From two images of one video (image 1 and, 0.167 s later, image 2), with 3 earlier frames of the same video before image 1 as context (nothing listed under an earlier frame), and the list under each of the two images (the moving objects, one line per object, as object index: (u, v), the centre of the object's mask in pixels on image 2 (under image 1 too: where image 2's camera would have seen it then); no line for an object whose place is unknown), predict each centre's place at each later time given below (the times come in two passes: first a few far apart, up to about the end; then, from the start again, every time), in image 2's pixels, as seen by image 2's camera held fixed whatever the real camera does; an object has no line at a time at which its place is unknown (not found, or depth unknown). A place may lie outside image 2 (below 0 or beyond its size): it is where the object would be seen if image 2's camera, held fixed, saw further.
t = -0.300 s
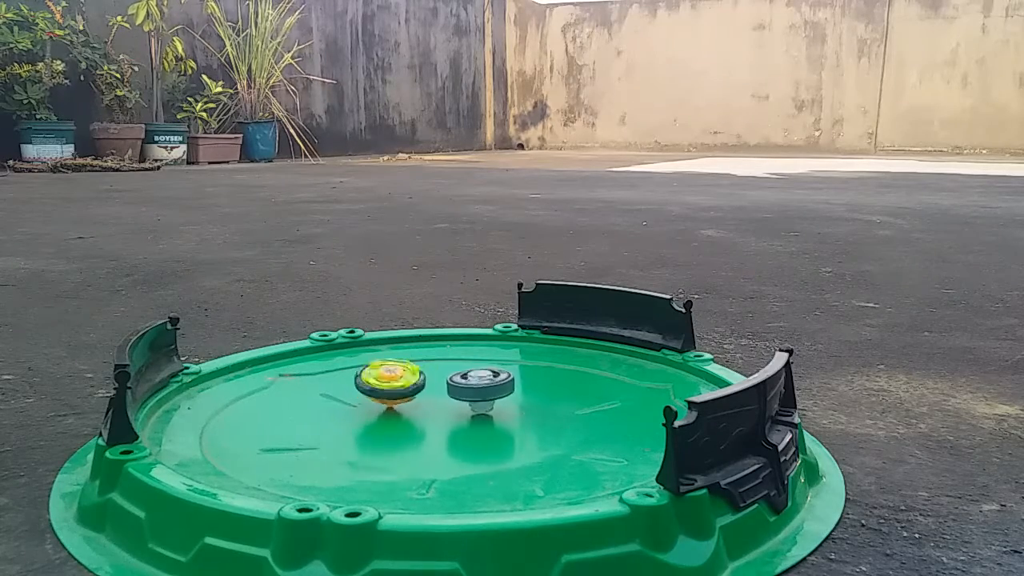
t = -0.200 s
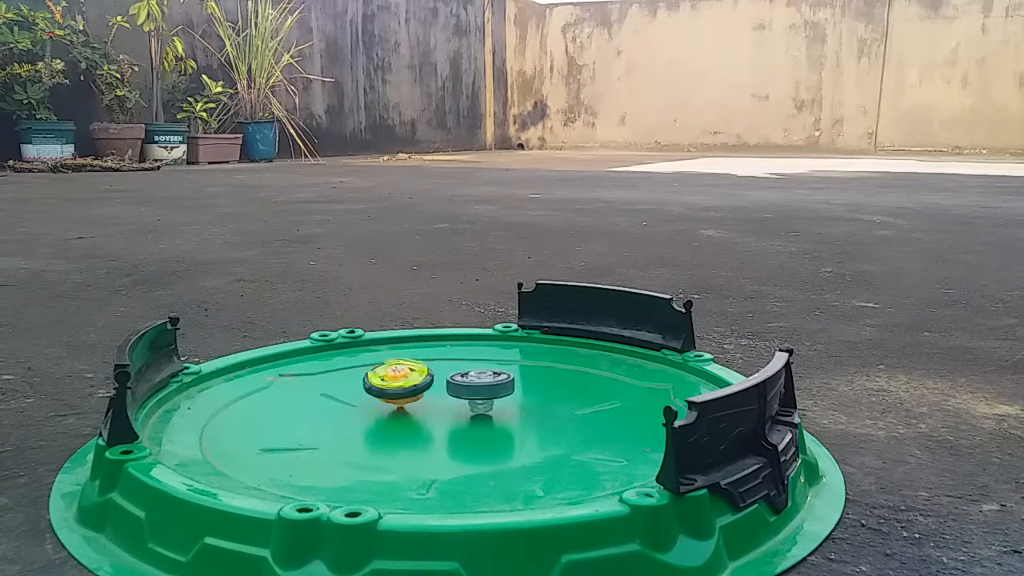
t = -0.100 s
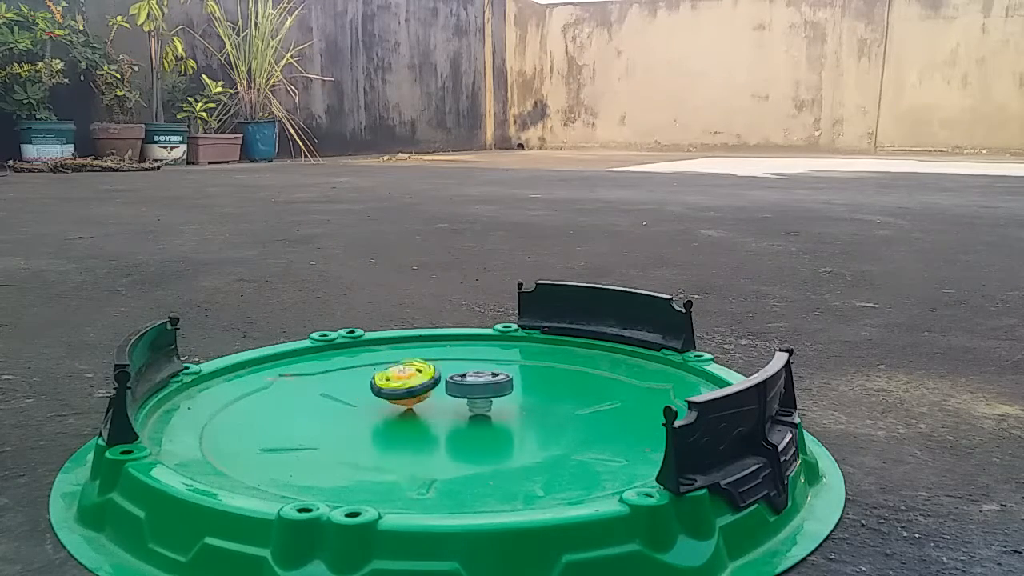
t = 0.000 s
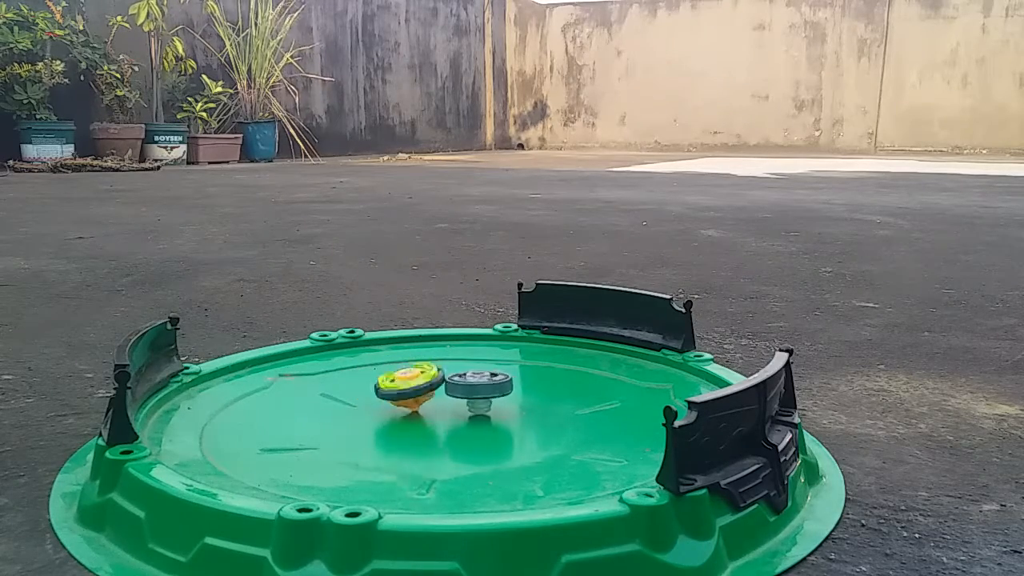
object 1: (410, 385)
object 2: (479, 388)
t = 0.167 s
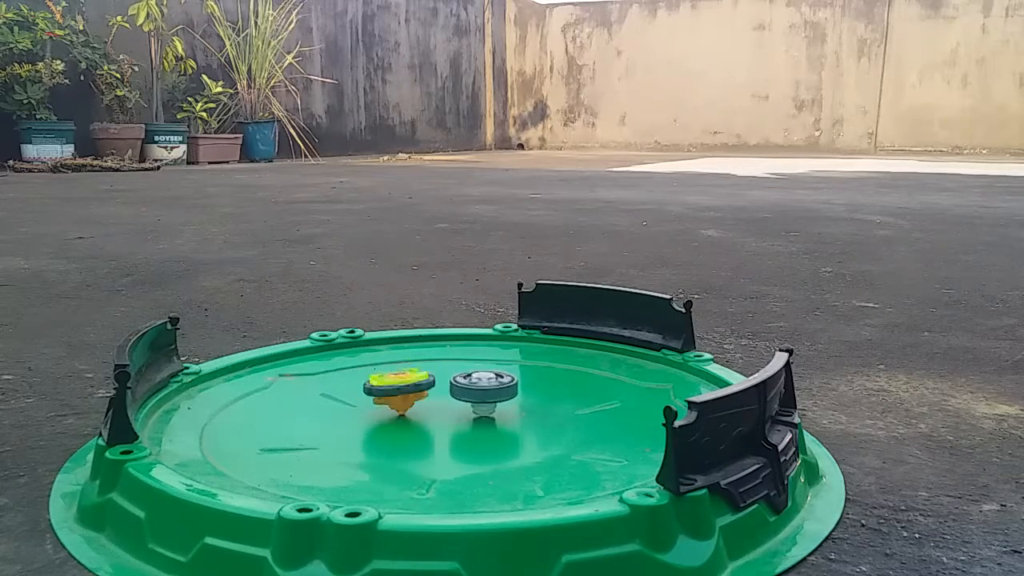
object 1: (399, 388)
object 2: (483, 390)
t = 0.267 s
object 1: (393, 388)
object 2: (483, 390)
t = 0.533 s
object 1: (382, 383)
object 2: (483, 389)
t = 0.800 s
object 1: (390, 380)
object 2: (479, 388)
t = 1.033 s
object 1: (400, 383)
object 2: (474, 386)
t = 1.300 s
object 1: (392, 390)
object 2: (468, 384)
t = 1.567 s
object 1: (373, 389)
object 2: (462, 381)
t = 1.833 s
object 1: (373, 382)
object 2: (460, 379)
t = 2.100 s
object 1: (388, 383)
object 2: (462, 377)
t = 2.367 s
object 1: (388, 389)
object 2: (463, 378)
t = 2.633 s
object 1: (371, 390)
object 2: (460, 381)
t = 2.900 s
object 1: (367, 386)
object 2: (452, 383)
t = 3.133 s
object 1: (356, 384)
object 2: (458, 386)
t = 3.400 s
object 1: (352, 383)
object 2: (463, 389)
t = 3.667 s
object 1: (356, 391)
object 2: (462, 391)
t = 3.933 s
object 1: (344, 393)
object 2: (459, 391)
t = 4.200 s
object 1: (344, 392)
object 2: (455, 390)
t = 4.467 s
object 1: (354, 398)
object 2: (457, 390)
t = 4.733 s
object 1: (341, 401)
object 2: (461, 391)
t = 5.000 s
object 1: (346, 398)
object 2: (458, 391)
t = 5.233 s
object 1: (358, 400)
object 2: (456, 390)
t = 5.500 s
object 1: (354, 405)
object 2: (457, 390)
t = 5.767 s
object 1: (347, 403)
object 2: (460, 389)
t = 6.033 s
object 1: (362, 401)
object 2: (461, 390)
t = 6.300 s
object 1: (367, 407)
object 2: (459, 390)
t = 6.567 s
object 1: (359, 407)
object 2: (459, 390)
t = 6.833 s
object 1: (364, 403)
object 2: (459, 390)
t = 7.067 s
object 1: (377, 406)
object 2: (458, 390)
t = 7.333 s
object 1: (374, 410)
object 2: (457, 391)
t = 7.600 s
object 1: (370, 407)
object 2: (457, 391)
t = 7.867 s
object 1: (383, 406)
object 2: (458, 391)
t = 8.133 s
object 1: (388, 411)
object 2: (456, 391)
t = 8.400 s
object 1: (382, 410)
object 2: (456, 391)
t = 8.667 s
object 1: (391, 407)
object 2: (458, 390)
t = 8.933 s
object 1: (401, 411)
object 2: (460, 390)
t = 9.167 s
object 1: (396, 412)
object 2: (458, 390)
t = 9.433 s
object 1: (399, 409)
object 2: (457, 391)
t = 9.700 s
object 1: (411, 410)
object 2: (460, 389)
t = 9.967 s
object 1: (410, 414)
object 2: (459, 389)
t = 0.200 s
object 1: (396, 388)
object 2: (484, 389)
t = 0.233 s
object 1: (396, 388)
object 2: (483, 389)
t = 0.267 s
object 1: (393, 388)
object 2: (483, 390)
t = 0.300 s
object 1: (389, 388)
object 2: (483, 389)
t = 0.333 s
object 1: (387, 388)
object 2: (482, 389)
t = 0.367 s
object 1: (385, 387)
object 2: (483, 389)
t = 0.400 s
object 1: (383, 387)
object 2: (482, 389)
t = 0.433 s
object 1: (383, 386)
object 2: (483, 389)
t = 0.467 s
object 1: (382, 385)
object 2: (483, 389)
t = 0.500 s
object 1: (380, 384)
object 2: (483, 389)
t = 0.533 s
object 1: (382, 383)
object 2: (483, 389)
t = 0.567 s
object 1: (382, 382)
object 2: (482, 389)
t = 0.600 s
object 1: (381, 382)
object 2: (483, 389)
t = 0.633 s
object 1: (383, 381)
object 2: (481, 389)
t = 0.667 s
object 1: (384, 380)
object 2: (482, 389)
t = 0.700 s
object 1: (385, 380)
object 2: (481, 388)
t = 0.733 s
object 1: (386, 380)
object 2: (480, 388)
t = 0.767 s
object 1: (389, 380)
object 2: (481, 388)
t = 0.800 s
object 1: (390, 380)
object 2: (479, 388)
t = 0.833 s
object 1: (393, 380)
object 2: (480, 388)
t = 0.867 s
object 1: (395, 381)
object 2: (479, 388)
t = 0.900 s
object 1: (396, 381)
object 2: (478, 387)
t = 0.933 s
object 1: (398, 381)
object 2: (478, 387)
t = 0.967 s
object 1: (400, 382)
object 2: (476, 387)
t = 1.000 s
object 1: (400, 382)
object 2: (477, 387)
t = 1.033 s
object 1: (400, 383)
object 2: (474, 386)
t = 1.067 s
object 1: (401, 384)
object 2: (475, 386)
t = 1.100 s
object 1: (401, 385)
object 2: (473, 386)
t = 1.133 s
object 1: (400, 386)
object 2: (472, 386)
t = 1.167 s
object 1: (399, 387)
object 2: (472, 385)
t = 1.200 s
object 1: (398, 388)
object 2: (470, 385)
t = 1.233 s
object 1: (395, 389)
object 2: (470, 385)
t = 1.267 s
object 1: (393, 389)
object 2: (468, 384)
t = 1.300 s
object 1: (392, 390)
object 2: (468, 384)
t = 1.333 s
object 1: (389, 390)
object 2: (467, 384)
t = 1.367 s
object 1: (386, 390)
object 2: (466, 383)
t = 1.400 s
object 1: (384, 390)
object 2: (466, 383)
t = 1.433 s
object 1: (381, 390)
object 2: (464, 383)
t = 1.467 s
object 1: (379, 390)
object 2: (464, 382)
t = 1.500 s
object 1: (378, 390)
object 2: (462, 383)
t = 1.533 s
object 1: (375, 389)
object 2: (463, 382)
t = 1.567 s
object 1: (373, 389)
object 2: (462, 381)
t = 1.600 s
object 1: (373, 388)
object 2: (461, 381)
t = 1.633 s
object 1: (372, 387)
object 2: (461, 381)
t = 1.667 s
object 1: (371, 386)
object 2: (460, 380)
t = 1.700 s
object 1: (372, 385)
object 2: (461, 380)
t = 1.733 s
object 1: (372, 385)
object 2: (460, 380)
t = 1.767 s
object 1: (374, 384)
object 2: (461, 379)
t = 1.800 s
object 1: (374, 383)
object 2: (460, 379)
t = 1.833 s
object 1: (373, 382)
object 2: (460, 379)
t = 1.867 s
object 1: (376, 382)
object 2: (460, 378)
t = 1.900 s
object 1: (378, 382)
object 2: (460, 378)
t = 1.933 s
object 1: (378, 382)
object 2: (460, 378)
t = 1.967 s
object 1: (380, 382)
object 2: (460, 378)
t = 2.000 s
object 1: (382, 382)
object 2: (462, 377)
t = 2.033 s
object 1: (384, 382)
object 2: (461, 377)
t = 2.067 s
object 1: (387, 383)
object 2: (463, 377)
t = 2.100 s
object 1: (388, 383)
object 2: (462, 377)
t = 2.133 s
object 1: (388, 384)
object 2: (463, 377)
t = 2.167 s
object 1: (390, 384)
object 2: (463, 377)
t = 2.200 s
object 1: (391, 385)
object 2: (463, 377)
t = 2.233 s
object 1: (391, 386)
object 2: (463, 377)
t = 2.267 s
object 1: (390, 387)
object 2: (463, 378)
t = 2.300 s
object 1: (389, 388)
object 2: (463, 378)
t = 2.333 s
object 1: (388, 389)
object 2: (462, 378)
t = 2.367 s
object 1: (388, 389)
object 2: (463, 378)
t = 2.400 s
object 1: (385, 390)
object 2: (462, 378)
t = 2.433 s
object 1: (383, 390)
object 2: (463, 379)
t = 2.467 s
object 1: (381, 391)
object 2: (462, 379)
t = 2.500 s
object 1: (379, 391)
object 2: (463, 379)
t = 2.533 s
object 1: (377, 390)
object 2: (462, 380)
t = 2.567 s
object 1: (375, 391)
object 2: (462, 380)
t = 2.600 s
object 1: (372, 391)
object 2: (461, 380)
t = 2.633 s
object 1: (371, 390)
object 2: (460, 381)
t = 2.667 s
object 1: (370, 390)
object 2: (460, 381)
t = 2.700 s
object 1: (367, 390)
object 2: (458, 381)
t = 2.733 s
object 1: (367, 389)
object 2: (458, 382)
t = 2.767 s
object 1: (367, 388)
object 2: (456, 382)
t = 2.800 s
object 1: (366, 387)
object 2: (456, 382)
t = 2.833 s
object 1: (367, 387)
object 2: (454, 383)
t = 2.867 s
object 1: (367, 386)
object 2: (454, 383)
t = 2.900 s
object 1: (367, 386)
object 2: (452, 383)
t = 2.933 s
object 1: (370, 385)
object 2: (451, 384)
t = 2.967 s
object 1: (371, 384)
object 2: (450, 384)
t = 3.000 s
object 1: (372, 384)
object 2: (448, 385)
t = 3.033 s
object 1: (376, 384)
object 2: (447, 385)
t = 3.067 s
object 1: (370, 384)
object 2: (449, 385)
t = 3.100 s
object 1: (360, 384)
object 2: (456, 385)
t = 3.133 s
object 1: (356, 384)
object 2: (458, 386)
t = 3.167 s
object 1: (354, 384)
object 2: (460, 386)
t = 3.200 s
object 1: (354, 384)
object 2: (459, 386)
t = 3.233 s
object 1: (352, 383)
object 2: (461, 386)
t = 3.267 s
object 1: (351, 382)
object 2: (460, 387)
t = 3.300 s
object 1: (350, 383)
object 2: (463, 387)
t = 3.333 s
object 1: (350, 383)
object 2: (462, 388)
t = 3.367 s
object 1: (353, 383)
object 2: (465, 388)
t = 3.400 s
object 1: (352, 383)
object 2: (463, 389)
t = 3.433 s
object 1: (352, 384)
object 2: (465, 389)
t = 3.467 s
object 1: (354, 384)
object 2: (464, 389)
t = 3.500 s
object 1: (355, 385)
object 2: (465, 390)
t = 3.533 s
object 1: (357, 386)
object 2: (464, 390)
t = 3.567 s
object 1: (356, 387)
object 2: (465, 390)
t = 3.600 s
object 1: (356, 389)
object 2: (463, 391)
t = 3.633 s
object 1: (357, 390)
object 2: (464, 391)
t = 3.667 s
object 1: (356, 391)
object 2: (462, 391)
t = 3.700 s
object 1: (357, 391)
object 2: (463, 391)
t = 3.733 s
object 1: (356, 392)
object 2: (462, 391)
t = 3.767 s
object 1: (353, 392)
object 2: (462, 391)
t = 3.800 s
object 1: (352, 393)
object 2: (461, 391)
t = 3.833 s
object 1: (348, 393)
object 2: (461, 391)
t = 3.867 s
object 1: (347, 393)
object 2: (460, 392)
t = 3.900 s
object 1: (345, 394)
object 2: (460, 391)
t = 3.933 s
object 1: (344, 393)
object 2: (459, 391)
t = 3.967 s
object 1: (342, 393)
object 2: (458, 391)
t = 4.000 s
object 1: (339, 392)
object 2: (457, 391)
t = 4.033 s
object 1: (340, 392)
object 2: (457, 391)
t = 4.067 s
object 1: (340, 391)
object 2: (456, 390)
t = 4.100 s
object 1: (339, 392)
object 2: (456, 390)
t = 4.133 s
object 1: (341, 391)
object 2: (456, 390)
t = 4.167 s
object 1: (342, 392)
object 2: (456, 390)
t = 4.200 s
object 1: (344, 392)
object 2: (455, 390)
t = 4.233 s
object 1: (345, 392)
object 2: (455, 390)
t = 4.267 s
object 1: (347, 394)
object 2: (455, 390)
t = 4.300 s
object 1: (349, 394)
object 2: (455, 390)
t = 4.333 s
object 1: (349, 395)
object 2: (455, 390)
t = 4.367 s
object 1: (352, 395)
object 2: (456, 390)
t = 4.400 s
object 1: (352, 396)
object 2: (456, 390)
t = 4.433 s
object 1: (353, 397)
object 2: (457, 390)
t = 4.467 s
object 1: (354, 398)
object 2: (457, 390)
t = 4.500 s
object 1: (352, 399)
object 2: (458, 390)
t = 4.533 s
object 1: (351, 399)
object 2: (459, 390)
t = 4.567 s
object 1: (349, 401)
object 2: (459, 390)
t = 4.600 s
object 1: (349, 400)
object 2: (459, 390)
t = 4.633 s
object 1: (347, 401)
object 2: (461, 390)
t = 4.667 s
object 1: (345, 401)
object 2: (460, 390)
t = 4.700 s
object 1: (344, 401)
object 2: (461, 390)
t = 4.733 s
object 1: (341, 401)
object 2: (461, 391)
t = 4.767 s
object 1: (340, 400)
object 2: (462, 391)
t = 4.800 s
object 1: (340, 400)
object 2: (461, 391)
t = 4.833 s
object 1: (340, 399)
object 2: (462, 391)
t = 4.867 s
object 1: (340, 399)
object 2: (460, 391)
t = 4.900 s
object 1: (339, 398)
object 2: (461, 391)
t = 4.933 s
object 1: (343, 398)
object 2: (459, 391)
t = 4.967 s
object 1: (344, 398)
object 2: (460, 391)
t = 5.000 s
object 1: (346, 398)
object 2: (458, 391)
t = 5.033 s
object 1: (348, 397)
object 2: (459, 391)
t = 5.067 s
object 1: (349, 398)
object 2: (457, 391)
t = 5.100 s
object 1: (352, 398)
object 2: (458, 391)
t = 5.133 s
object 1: (353, 398)
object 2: (455, 391)
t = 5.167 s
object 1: (357, 398)
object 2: (456, 390)
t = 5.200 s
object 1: (358, 399)
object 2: (455, 391)
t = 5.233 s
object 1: (358, 400)
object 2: (456, 390)
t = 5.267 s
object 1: (360, 401)
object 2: (455, 390)
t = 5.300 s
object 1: (359, 402)
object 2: (457, 390)
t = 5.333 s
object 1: (360, 402)
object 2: (456, 390)
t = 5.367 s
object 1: (359, 403)
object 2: (457, 390)
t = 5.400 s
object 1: (359, 403)
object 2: (456, 390)
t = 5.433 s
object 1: (357, 404)
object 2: (457, 390)
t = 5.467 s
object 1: (355, 405)
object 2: (457, 390)
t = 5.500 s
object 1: (354, 405)
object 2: (457, 390)
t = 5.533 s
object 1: (352, 405)
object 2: (458, 390)
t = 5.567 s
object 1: (351, 405)
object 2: (458, 389)
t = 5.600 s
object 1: (349, 405)
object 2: (459, 390)
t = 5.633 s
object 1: (349, 404)
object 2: (458, 390)
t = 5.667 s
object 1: (347, 404)
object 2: (460, 390)
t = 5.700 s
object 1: (346, 404)
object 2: (459, 389)
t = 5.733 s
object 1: (348, 403)
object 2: (461, 389)
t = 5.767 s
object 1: (347, 403)
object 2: (460, 389)
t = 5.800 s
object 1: (349, 402)
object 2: (461, 389)
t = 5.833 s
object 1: (349, 402)
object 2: (460, 390)
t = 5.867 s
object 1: (352, 401)
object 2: (462, 389)
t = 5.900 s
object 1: (353, 401)
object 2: (460, 390)
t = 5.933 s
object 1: (355, 401)
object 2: (462, 390)
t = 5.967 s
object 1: (358, 401)
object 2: (461, 390)
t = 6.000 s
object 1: (359, 401)
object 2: (462, 390)
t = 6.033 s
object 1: (362, 401)
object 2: (461, 390)
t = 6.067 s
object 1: (363, 402)
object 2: (461, 390)
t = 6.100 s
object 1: (366, 402)
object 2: (461, 390)
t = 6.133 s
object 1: (366, 403)
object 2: (460, 390)
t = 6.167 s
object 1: (367, 404)
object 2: (460, 390)
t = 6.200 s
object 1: (369, 404)
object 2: (459, 390)
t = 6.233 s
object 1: (368, 405)
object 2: (459, 390)
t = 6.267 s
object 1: (369, 406)
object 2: (458, 390)
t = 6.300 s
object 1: (367, 407)
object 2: (459, 390)
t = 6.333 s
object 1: (367, 407)
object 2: (457, 390)
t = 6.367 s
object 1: (365, 408)
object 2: (458, 390)
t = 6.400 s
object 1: (364, 408)
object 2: (457, 390)
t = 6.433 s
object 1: (363, 409)
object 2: (459, 390)
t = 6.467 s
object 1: (361, 408)
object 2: (458, 390)
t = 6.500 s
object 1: (360, 408)
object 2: (458, 390)
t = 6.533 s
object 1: (358, 408)
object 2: (458, 390)
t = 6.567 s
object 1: (359, 407)
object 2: (459, 390)
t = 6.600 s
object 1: (357, 407)
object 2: (459, 390)
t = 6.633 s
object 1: (357, 406)
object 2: (459, 390)
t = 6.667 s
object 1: (357, 406)
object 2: (460, 390)
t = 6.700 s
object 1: (359, 405)
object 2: (459, 390)
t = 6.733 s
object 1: (360, 404)
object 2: (460, 390)
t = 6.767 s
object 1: (360, 404)
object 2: (459, 390)
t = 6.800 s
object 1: (364, 404)
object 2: (460, 390)
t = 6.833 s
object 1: (364, 403)
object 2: (459, 390)
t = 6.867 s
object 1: (367, 404)
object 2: (459, 390)
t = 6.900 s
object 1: (368, 403)
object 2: (459, 390)
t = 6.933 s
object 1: (372, 404)
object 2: (459, 390)
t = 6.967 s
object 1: (373, 404)
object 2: (459, 390)
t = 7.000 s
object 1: (374, 405)
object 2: (458, 390)
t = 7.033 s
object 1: (376, 405)
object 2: (459, 390)
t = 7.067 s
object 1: (377, 406)
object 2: (458, 390)
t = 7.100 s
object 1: (378, 406)
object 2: (459, 390)
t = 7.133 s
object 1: (377, 407)
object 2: (457, 391)
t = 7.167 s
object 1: (379, 408)
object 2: (458, 390)
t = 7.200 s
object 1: (378, 409)
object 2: (457, 391)
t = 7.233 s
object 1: (377, 409)
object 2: (457, 390)
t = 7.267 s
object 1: (376, 410)
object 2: (456, 391)
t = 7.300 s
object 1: (375, 410)
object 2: (456, 391)
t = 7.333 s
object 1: (374, 410)
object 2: (457, 391)
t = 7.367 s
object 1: (372, 410)
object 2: (456, 391)
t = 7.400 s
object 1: (372, 410)
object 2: (457, 391)
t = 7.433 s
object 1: (370, 410)
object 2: (456, 391)
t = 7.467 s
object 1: (369, 409)
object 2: (458, 391)
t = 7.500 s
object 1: (368, 409)
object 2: (457, 391)
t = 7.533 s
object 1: (369, 409)
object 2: (458, 391)
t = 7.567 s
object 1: (368, 408)
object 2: (458, 391)
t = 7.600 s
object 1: (370, 407)
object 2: (457, 391)
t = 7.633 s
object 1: (370, 407)
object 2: (458, 391)
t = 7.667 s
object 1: (373, 406)
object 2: (457, 391)
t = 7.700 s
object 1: (374, 406)
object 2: (458, 391)
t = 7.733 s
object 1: (375, 406)
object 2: (457, 391)
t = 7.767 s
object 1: (378, 405)
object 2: (458, 391)
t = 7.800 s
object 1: (380, 406)
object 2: (457, 391)
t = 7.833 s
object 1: (382, 405)
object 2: (458, 391)
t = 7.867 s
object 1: (383, 406)
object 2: (458, 391)
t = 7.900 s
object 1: (386, 406)
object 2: (457, 391)
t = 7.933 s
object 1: (386, 407)
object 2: (458, 391)
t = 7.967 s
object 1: (388, 408)
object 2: (456, 391)
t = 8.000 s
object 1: (388, 408)
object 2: (458, 391)
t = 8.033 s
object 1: (389, 409)
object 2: (456, 391)
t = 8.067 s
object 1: (389, 410)
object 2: (457, 391)
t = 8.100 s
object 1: (388, 410)
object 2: (456, 391)
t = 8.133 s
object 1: (388, 411)
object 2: (456, 391)
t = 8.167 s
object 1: (387, 411)
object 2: (456, 391)
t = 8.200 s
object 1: (387, 411)
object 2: (455, 391)
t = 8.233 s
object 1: (384, 411)
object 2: (456, 391)
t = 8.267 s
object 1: (385, 411)
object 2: (455, 391)
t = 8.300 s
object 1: (383, 411)
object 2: (456, 391)
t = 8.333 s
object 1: (382, 411)
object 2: (455, 391)
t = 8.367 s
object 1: (381, 411)
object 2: (456, 391)
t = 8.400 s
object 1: (382, 410)
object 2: (456, 391)
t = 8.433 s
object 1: (381, 409)
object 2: (456, 391)
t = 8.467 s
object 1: (382, 409)
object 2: (457, 391)
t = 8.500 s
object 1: (382, 408)
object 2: (456, 391)
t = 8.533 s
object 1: (385, 408)
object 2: (458, 390)
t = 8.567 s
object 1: (385, 407)
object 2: (457, 390)
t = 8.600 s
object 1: (387, 407)
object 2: (458, 390)
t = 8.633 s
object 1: (389, 407)
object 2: (458, 391)
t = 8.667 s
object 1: (391, 407)
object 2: (458, 390)
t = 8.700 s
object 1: (394, 407)
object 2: (459, 390)
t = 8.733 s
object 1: (394, 408)
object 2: (459, 390)
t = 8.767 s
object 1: (397, 408)
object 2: (460, 390)
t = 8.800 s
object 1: (398, 408)
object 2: (460, 390)
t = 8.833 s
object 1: (399, 409)
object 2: (460, 390)
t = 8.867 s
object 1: (399, 410)
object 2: (460, 390)
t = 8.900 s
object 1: (401, 410)
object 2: (460, 390)
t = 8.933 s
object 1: (401, 411)
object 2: (460, 390)
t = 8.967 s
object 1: (401, 411)
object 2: (459, 390)
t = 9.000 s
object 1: (400, 412)
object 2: (459, 390)
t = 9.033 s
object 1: (400, 412)
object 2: (459, 390)
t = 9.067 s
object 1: (398, 413)
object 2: (458, 391)
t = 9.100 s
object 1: (397, 412)
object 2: (458, 390)
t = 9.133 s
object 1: (396, 413)
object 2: (457, 391)
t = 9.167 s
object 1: (396, 412)
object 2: (458, 390)
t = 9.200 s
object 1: (395, 412)
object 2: (457, 391)
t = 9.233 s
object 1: (394, 412)
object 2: (458, 391)
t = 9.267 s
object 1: (395, 411)
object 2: (457, 391)
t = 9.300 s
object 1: (395, 411)
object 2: (458, 391)
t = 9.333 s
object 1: (396, 410)
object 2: (458, 391)
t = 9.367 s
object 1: (396, 410)
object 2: (457, 391)
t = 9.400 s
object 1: (399, 409)
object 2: (458, 391)
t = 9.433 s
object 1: (399, 409)
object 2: (457, 391)
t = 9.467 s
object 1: (401, 409)
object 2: (458, 390)
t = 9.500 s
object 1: (401, 408)
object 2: (459, 390)
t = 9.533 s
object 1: (405, 408)
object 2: (459, 390)
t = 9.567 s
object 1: (406, 409)
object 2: (460, 390)
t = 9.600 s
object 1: (409, 409)
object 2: (460, 390)
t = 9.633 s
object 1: (409, 409)
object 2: (460, 389)
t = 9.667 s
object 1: (412, 410)
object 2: (460, 389)
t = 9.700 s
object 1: (411, 410)
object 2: (460, 389)
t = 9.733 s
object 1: (413, 411)
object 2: (461, 389)
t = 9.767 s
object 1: (413, 412)
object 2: (459, 389)
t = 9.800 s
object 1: (414, 412)
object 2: (461, 388)
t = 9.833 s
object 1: (413, 413)
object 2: (459, 388)
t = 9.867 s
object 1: (413, 413)
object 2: (460, 389)
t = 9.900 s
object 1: (411, 414)
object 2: (459, 389)
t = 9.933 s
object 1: (411, 413)
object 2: (458, 389)
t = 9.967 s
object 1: (410, 414)
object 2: (459, 389)
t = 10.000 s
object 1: (409, 414)
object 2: (458, 389)
